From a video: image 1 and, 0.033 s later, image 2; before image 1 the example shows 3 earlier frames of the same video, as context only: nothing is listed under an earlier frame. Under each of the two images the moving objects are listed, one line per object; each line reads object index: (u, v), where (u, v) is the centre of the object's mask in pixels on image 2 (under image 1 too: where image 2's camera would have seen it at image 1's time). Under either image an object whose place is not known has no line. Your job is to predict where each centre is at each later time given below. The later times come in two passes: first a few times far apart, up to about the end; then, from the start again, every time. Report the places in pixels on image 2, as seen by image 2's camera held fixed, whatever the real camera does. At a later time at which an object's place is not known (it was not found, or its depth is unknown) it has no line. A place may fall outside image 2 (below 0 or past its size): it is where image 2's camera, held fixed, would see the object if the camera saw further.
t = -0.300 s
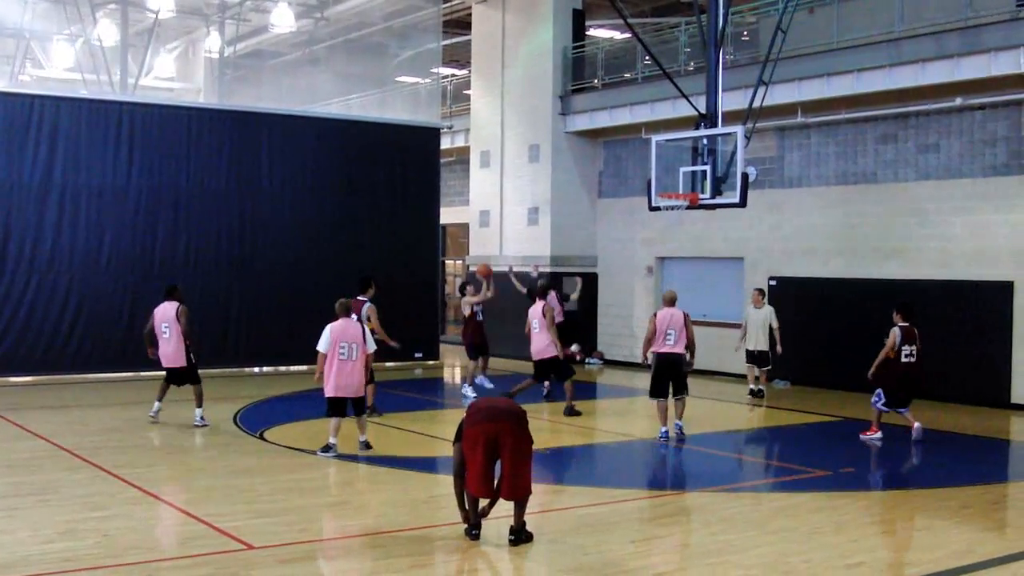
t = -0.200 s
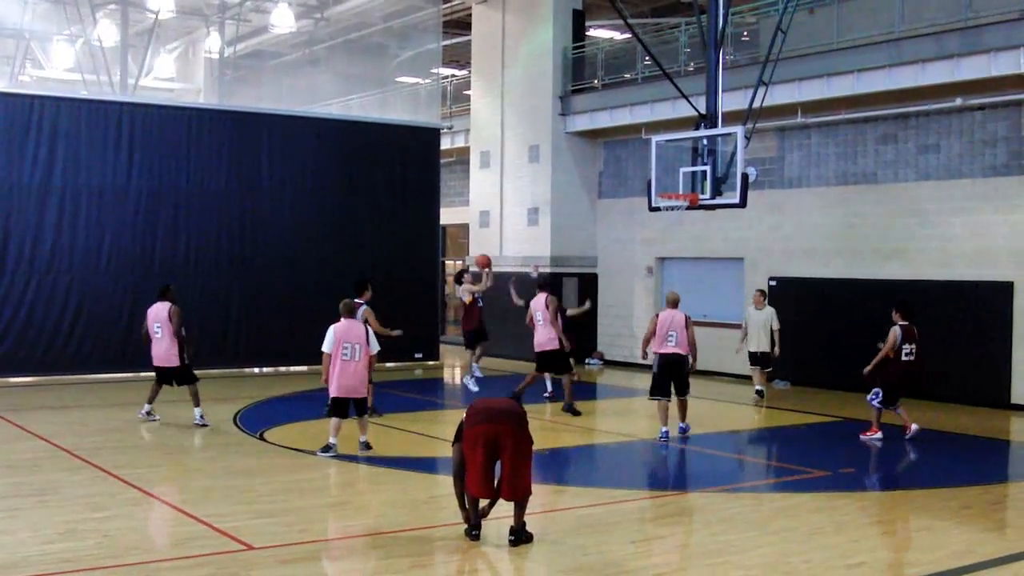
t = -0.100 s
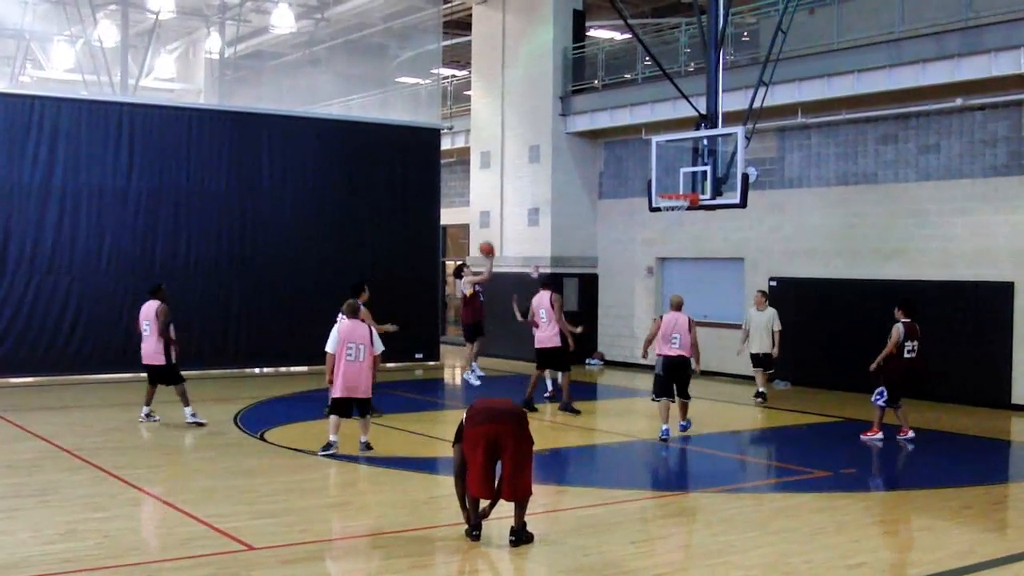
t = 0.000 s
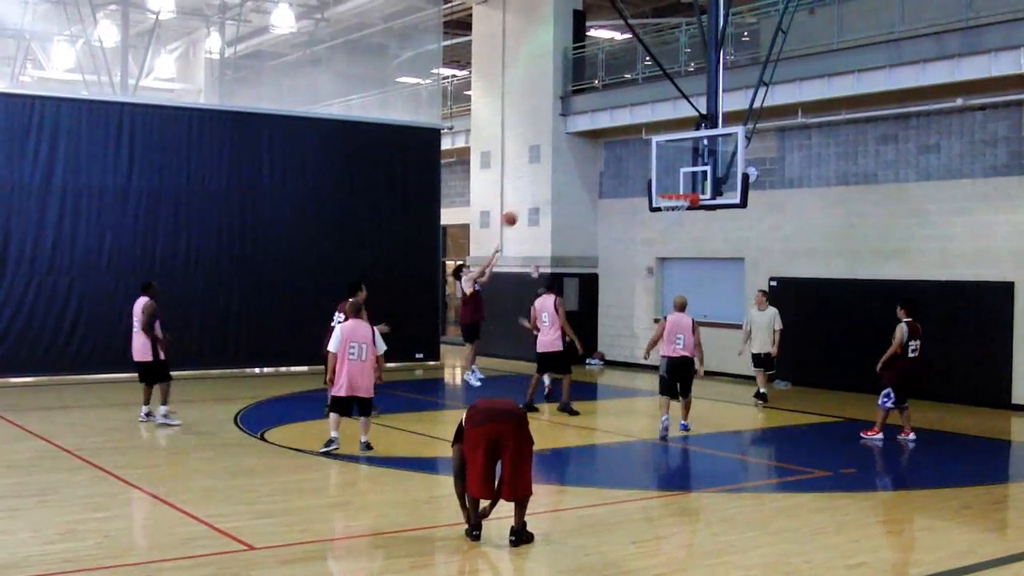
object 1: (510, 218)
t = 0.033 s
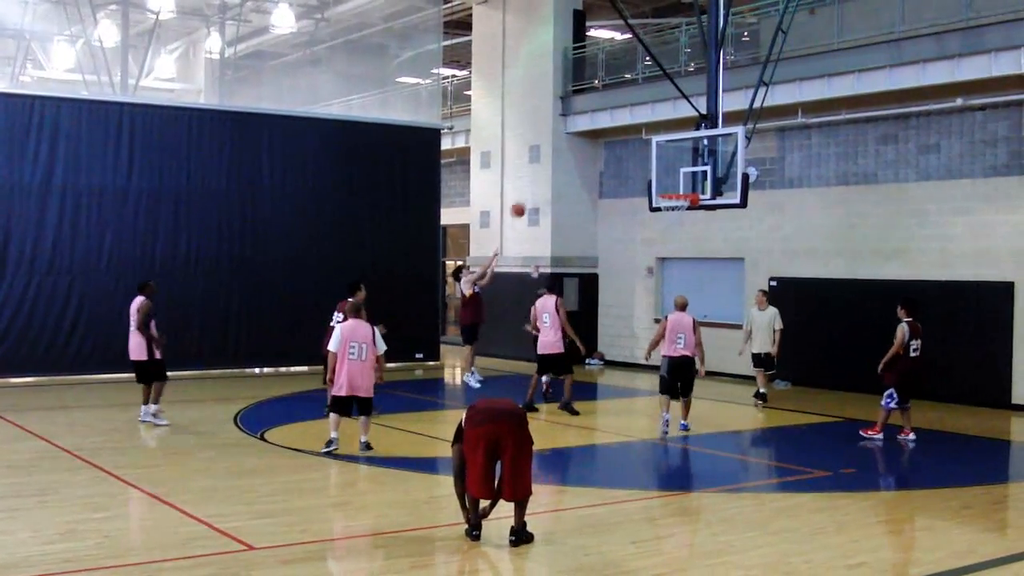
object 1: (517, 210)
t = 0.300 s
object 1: (590, 162)
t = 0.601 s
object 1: (665, 161)
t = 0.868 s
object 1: (673, 192)
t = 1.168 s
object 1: (677, 211)
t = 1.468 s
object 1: (668, 233)
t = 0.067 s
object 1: (527, 201)
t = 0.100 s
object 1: (535, 193)
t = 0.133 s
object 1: (544, 186)
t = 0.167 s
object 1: (553, 180)
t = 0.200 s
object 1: (562, 174)
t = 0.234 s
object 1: (571, 169)
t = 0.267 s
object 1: (581, 165)
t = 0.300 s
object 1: (590, 162)
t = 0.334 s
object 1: (599, 160)
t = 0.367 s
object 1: (608, 156)
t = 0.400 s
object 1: (616, 156)
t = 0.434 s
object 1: (625, 154)
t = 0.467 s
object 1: (635, 155)
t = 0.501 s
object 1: (644, 155)
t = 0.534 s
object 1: (653, 157)
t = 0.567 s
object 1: (662, 160)
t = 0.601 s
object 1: (665, 161)
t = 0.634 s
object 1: (665, 165)
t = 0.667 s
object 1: (666, 169)
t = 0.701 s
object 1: (665, 174)
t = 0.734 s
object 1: (665, 180)
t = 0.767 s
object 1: (665, 186)
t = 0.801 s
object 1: (666, 190)
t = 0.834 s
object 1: (669, 190)
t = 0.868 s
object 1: (673, 192)
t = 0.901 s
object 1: (678, 196)
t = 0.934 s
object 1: (688, 199)
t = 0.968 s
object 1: (691, 200)
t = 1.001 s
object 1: (692, 199)
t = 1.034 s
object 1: (692, 199)
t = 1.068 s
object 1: (684, 205)
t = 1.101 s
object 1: (680, 210)
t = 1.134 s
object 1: (679, 211)
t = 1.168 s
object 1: (677, 211)
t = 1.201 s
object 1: (676, 212)
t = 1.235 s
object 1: (675, 213)
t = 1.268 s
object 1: (673, 214)
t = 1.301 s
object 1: (672, 216)
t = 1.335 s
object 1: (671, 217)
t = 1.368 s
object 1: (669, 222)
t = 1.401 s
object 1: (669, 225)
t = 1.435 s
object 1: (668, 228)
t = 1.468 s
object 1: (668, 233)
